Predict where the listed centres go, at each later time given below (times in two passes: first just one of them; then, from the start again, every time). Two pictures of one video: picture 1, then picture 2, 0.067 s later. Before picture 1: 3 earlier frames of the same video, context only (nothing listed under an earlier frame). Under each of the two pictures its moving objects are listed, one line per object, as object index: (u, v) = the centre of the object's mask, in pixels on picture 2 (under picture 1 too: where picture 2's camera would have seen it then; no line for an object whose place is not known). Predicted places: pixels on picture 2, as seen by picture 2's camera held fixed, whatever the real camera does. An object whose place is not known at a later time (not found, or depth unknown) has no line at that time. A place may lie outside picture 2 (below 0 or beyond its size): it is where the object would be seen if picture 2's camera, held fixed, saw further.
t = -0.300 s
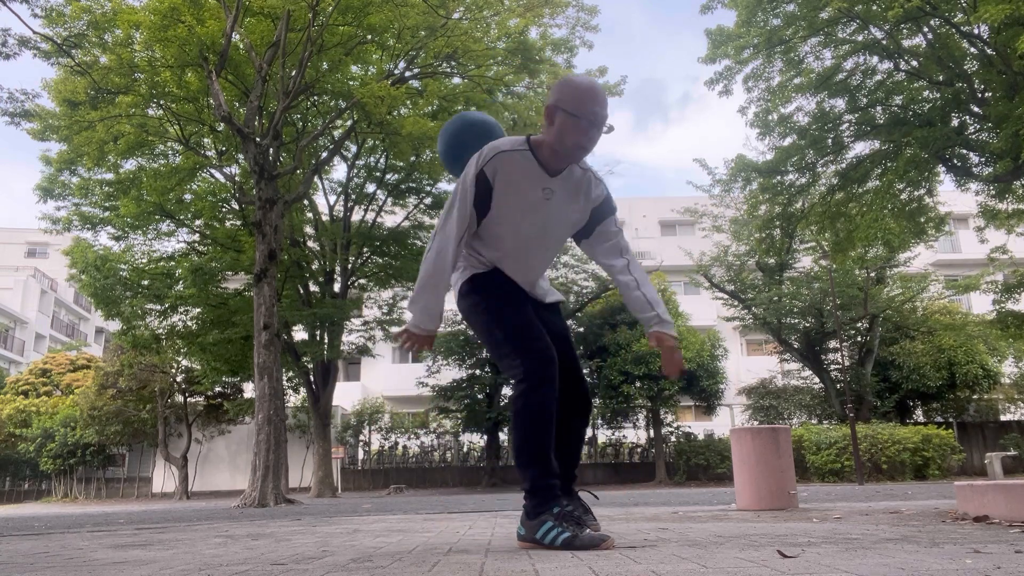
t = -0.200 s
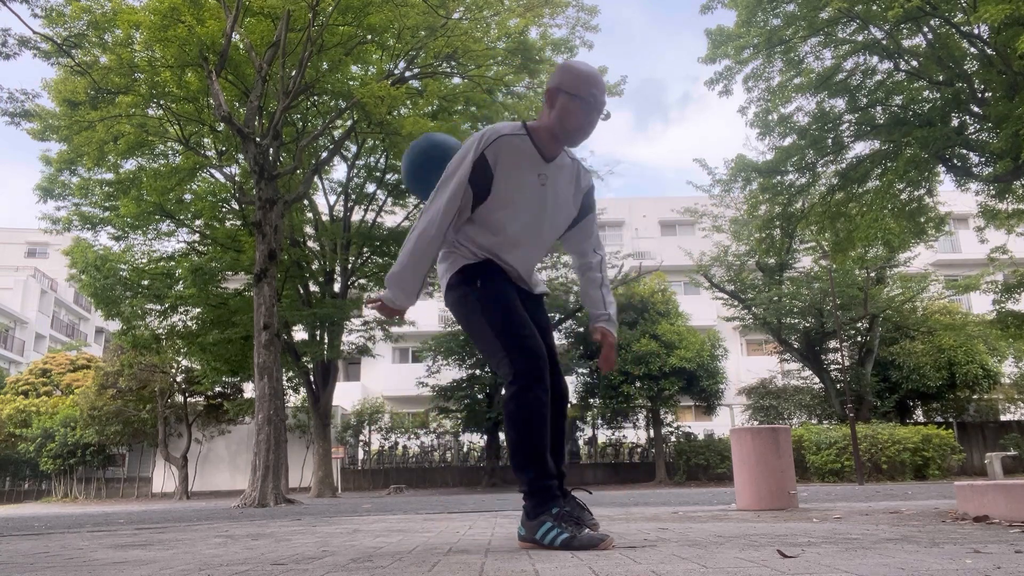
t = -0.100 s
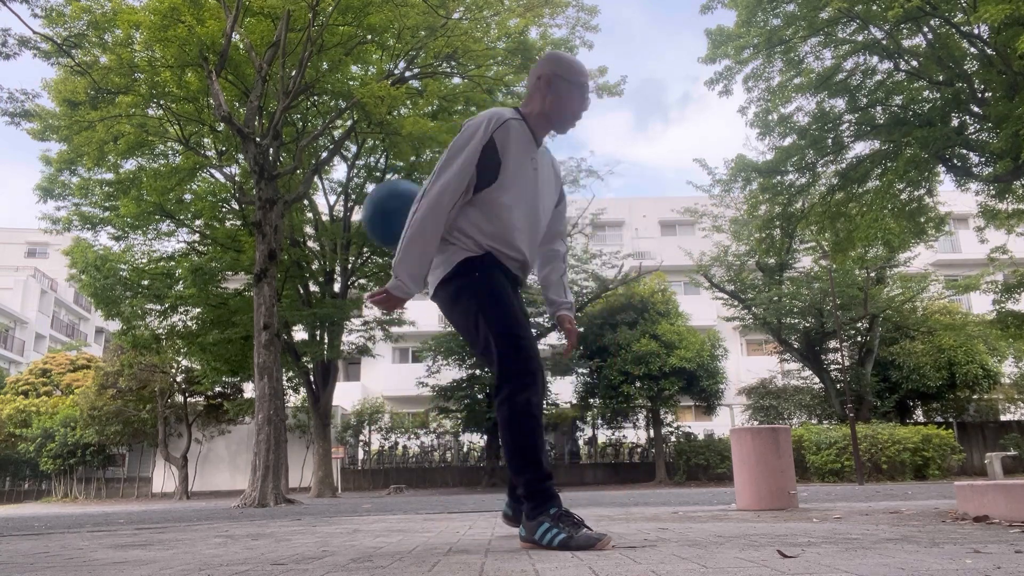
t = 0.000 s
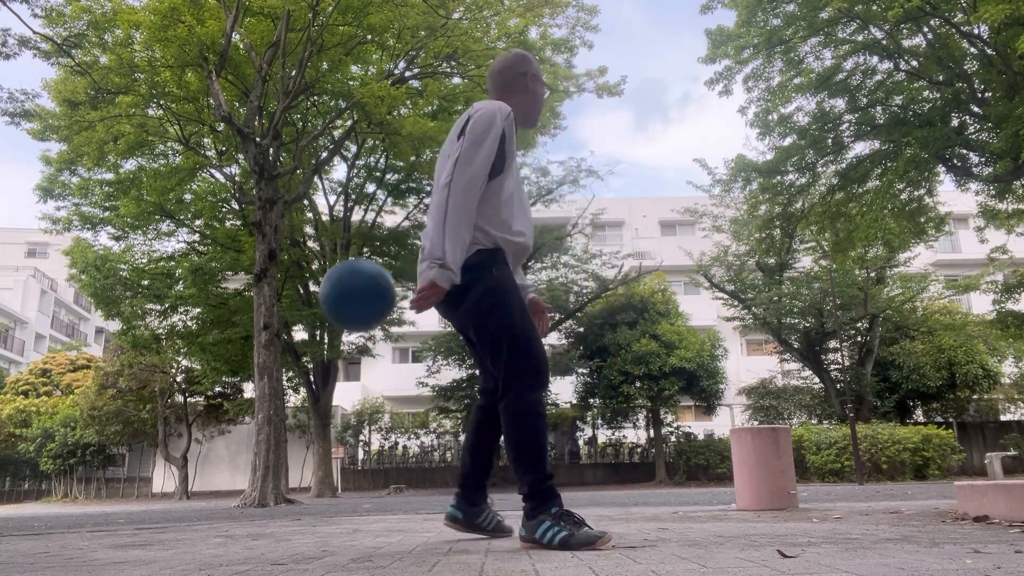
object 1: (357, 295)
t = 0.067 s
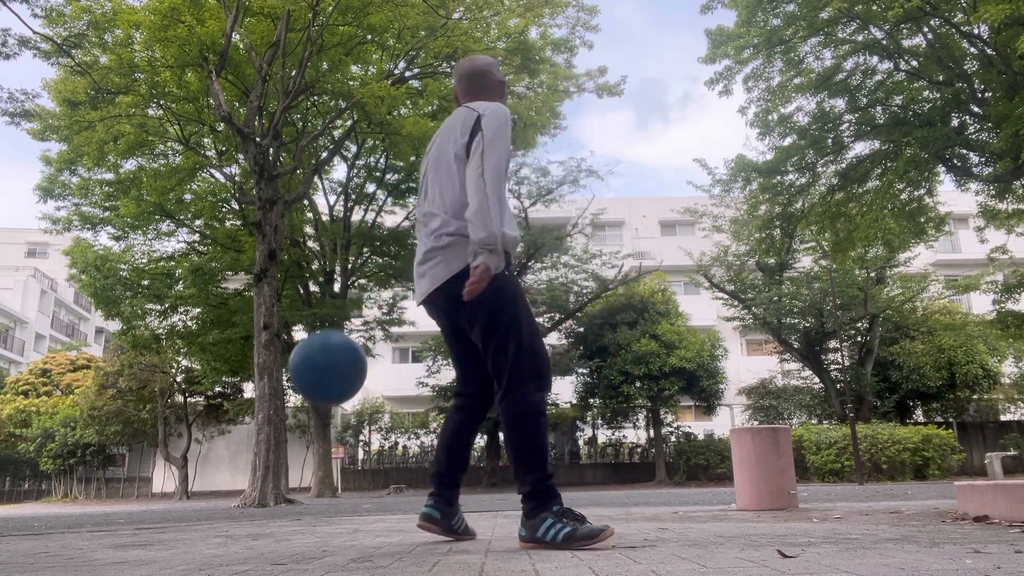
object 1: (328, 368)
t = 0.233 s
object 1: (258, 438)
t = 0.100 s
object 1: (312, 411)
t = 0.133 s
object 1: (296, 459)
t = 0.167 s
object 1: (279, 514)
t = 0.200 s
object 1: (268, 479)
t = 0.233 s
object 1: (258, 438)
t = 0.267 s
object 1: (248, 403)
